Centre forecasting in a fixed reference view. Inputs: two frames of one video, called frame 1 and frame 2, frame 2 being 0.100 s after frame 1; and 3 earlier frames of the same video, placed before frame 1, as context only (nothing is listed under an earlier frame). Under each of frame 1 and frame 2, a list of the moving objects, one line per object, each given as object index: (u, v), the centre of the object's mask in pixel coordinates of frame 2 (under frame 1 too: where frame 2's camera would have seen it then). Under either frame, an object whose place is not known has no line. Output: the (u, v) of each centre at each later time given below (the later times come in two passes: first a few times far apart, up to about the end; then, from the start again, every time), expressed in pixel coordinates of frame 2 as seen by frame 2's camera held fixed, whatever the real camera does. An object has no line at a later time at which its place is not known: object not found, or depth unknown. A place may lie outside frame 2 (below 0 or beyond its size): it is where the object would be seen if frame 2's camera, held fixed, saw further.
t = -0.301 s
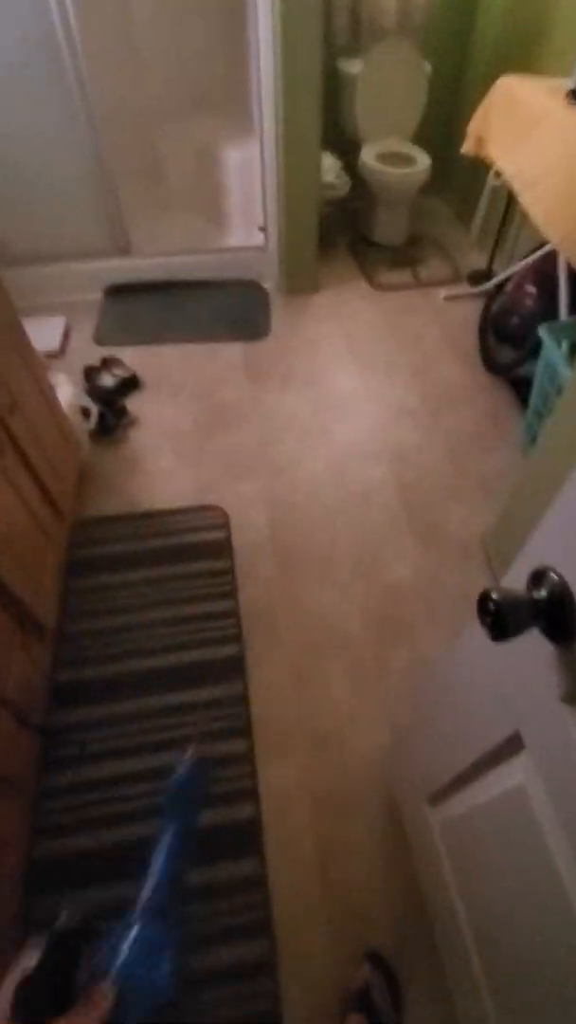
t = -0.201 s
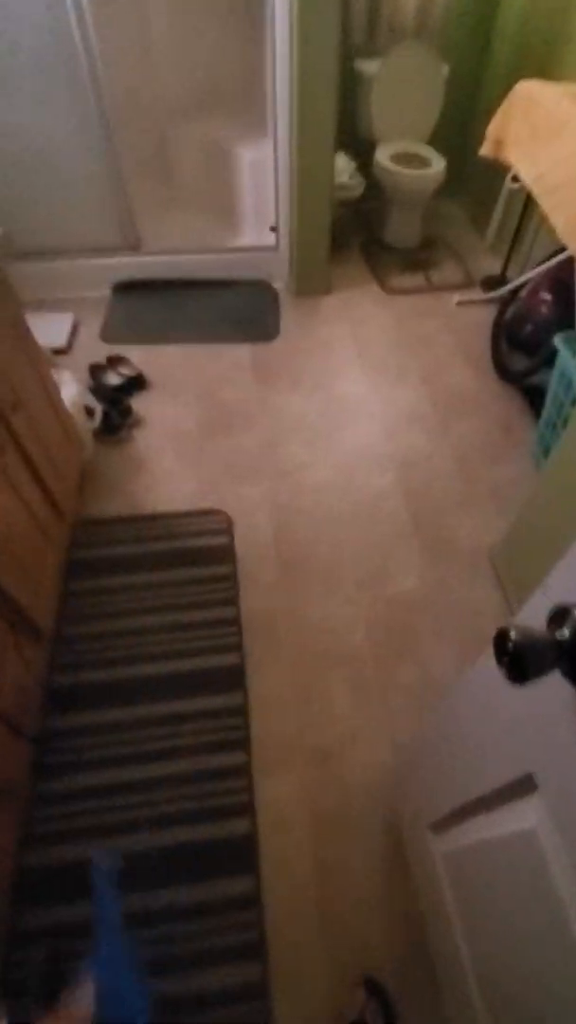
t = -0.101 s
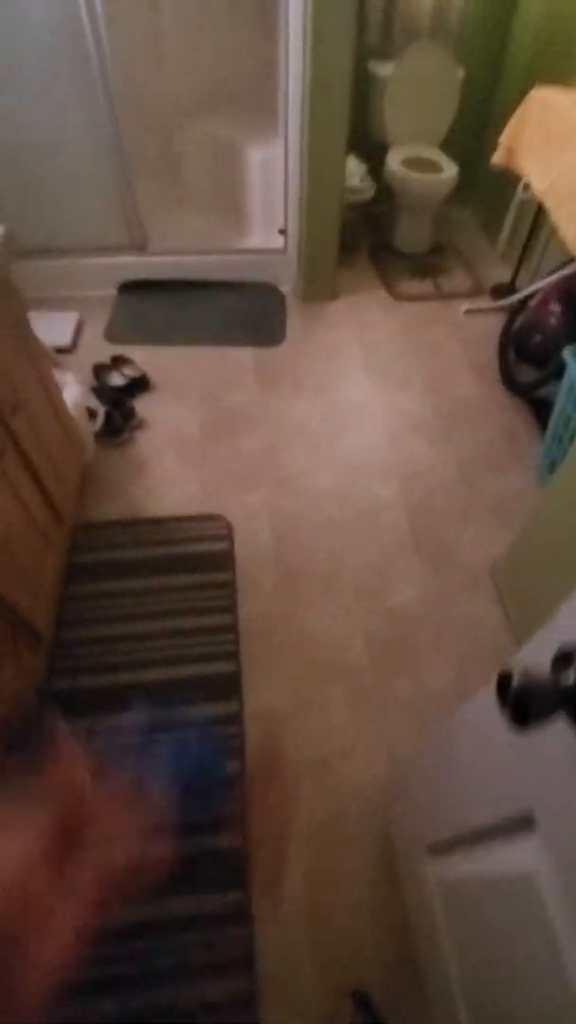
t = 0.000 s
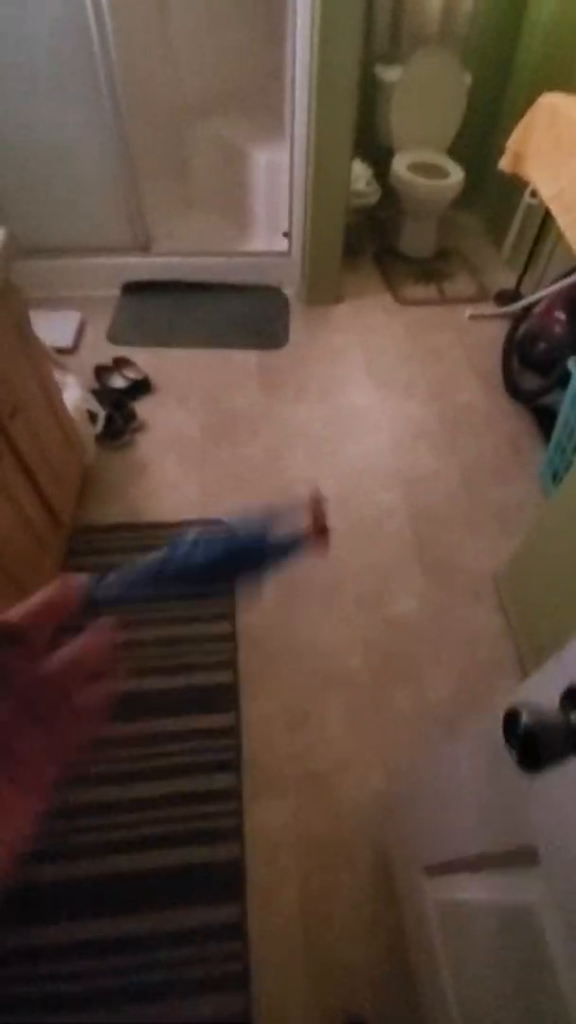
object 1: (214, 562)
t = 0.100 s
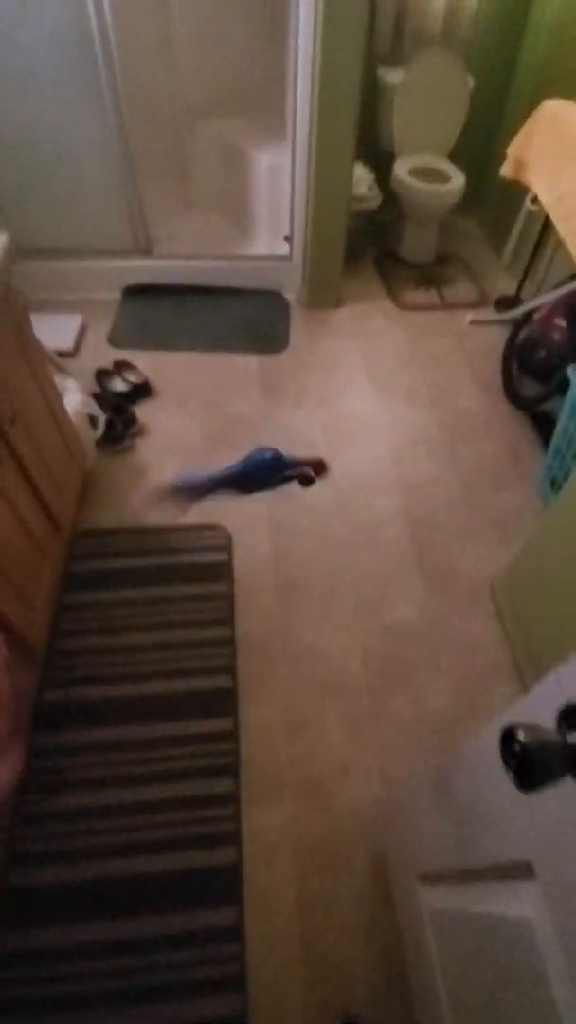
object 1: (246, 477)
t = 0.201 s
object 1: (278, 450)
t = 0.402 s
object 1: (313, 440)
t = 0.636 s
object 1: (346, 355)
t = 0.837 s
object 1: (377, 315)
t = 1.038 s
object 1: (409, 298)
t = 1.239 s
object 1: (437, 291)
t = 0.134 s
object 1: (265, 464)
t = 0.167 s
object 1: (271, 455)
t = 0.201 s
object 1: (278, 450)
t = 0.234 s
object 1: (287, 452)
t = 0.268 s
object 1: (292, 457)
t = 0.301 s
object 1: (294, 466)
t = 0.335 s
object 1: (297, 472)
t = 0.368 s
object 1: (307, 453)
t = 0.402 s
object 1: (313, 440)
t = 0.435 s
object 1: (316, 421)
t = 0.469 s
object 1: (321, 405)
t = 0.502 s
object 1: (327, 389)
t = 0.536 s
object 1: (333, 378)
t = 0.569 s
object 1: (339, 368)
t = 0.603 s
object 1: (343, 360)
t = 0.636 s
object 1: (346, 355)
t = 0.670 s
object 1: (350, 352)
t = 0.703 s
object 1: (354, 341)
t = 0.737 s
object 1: (358, 329)
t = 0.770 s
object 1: (363, 319)
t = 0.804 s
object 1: (368, 316)
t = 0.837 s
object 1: (377, 315)
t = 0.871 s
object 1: (384, 313)
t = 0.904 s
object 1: (392, 307)
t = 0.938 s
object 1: (398, 308)
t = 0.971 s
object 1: (402, 301)
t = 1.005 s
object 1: (406, 299)
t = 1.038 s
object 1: (409, 298)
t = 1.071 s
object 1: (421, 296)
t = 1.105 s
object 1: (421, 298)
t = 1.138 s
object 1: (420, 297)
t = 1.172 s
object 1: (421, 295)
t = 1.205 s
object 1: (433, 291)
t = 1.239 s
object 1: (437, 291)
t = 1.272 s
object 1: (440, 291)
